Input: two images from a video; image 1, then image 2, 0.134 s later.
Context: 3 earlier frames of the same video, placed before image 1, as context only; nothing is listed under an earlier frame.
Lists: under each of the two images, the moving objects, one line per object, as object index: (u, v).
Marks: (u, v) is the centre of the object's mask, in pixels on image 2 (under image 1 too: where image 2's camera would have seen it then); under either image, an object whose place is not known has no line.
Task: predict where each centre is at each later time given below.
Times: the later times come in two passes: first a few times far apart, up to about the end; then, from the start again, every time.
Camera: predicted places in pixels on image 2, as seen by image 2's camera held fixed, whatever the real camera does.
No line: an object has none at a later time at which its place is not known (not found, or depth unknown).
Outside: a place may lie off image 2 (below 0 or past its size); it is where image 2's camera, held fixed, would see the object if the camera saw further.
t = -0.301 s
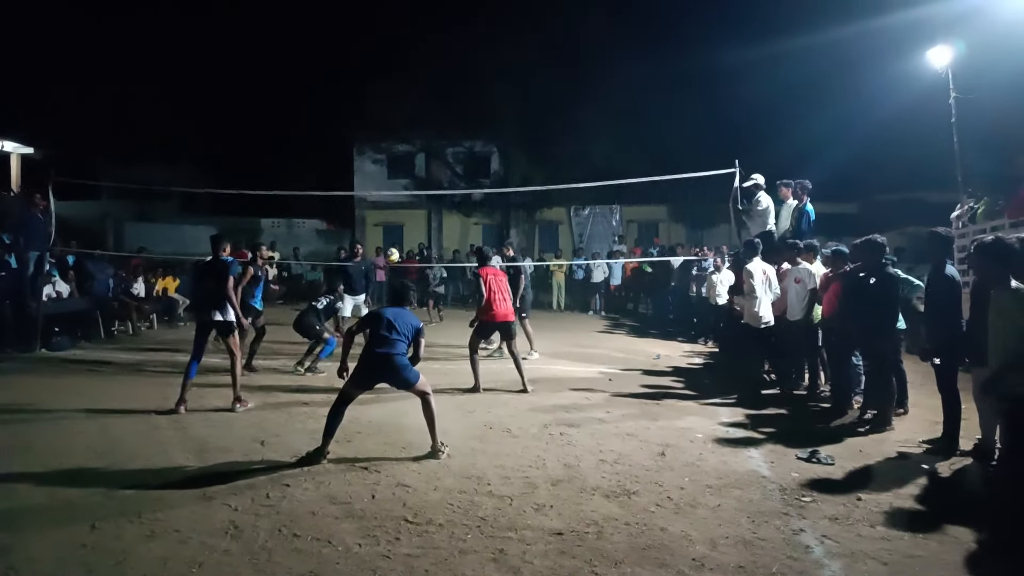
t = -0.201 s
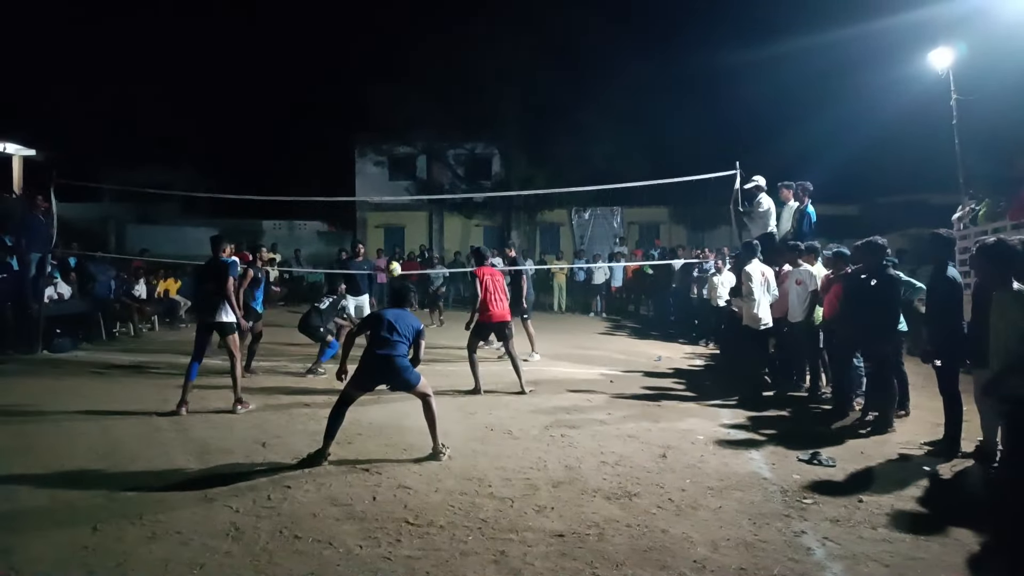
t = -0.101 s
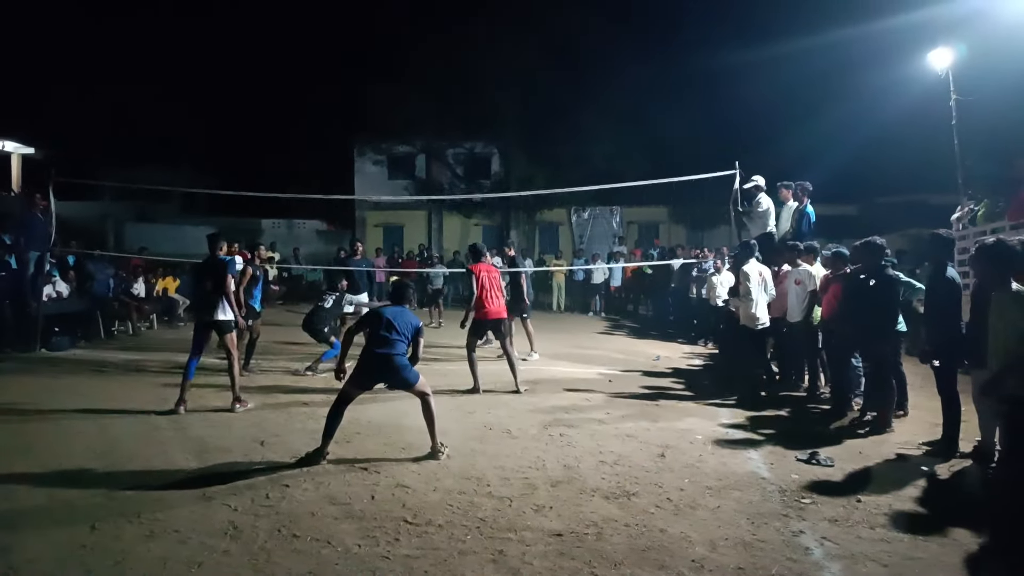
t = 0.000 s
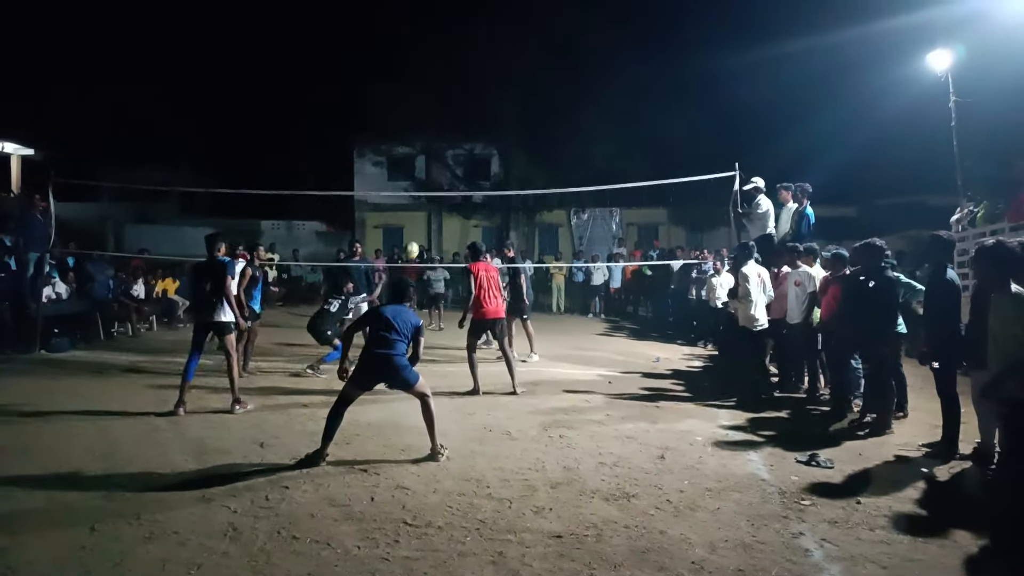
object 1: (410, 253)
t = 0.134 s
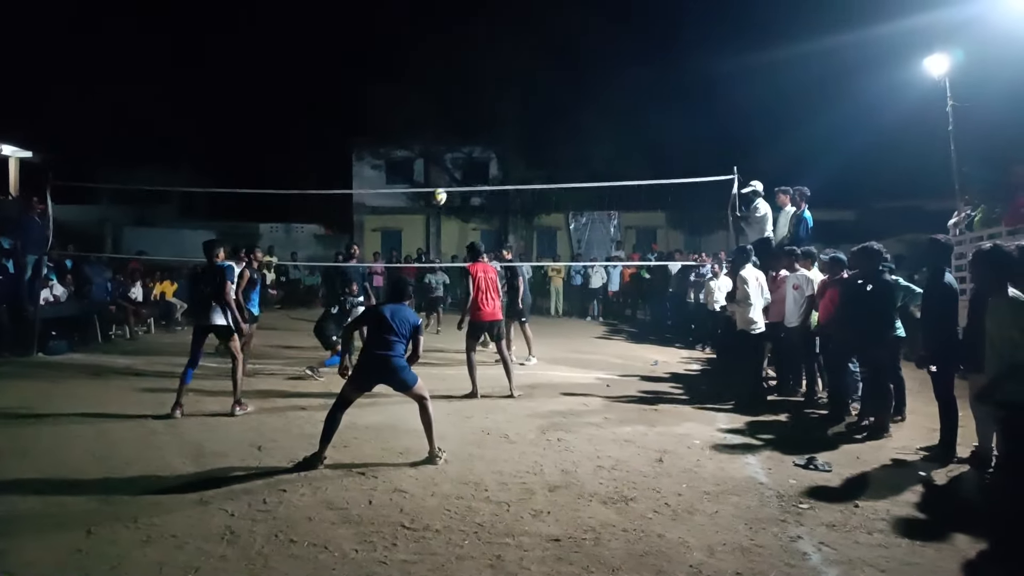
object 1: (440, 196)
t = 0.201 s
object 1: (454, 171)
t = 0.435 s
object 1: (505, 111)
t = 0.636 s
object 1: (551, 91)
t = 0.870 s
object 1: (604, 107)
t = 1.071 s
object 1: (651, 159)
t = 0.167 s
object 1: (446, 182)
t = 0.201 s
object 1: (454, 171)
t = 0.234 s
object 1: (462, 159)
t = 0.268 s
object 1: (468, 150)
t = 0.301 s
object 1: (476, 142)
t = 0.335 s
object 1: (483, 132)
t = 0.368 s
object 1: (491, 124)
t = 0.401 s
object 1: (498, 116)
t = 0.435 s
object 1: (505, 111)
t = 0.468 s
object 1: (512, 105)
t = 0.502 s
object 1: (520, 101)
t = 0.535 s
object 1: (527, 97)
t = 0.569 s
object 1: (536, 94)
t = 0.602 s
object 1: (543, 91)
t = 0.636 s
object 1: (551, 91)
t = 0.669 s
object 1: (558, 90)
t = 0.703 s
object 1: (565, 91)
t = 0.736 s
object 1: (574, 93)
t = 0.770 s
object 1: (580, 96)
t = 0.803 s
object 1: (588, 98)
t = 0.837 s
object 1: (597, 102)
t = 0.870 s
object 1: (604, 107)
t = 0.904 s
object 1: (612, 113)
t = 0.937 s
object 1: (620, 120)
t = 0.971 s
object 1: (629, 128)
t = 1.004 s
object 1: (635, 139)
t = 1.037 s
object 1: (644, 149)
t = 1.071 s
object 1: (651, 159)
